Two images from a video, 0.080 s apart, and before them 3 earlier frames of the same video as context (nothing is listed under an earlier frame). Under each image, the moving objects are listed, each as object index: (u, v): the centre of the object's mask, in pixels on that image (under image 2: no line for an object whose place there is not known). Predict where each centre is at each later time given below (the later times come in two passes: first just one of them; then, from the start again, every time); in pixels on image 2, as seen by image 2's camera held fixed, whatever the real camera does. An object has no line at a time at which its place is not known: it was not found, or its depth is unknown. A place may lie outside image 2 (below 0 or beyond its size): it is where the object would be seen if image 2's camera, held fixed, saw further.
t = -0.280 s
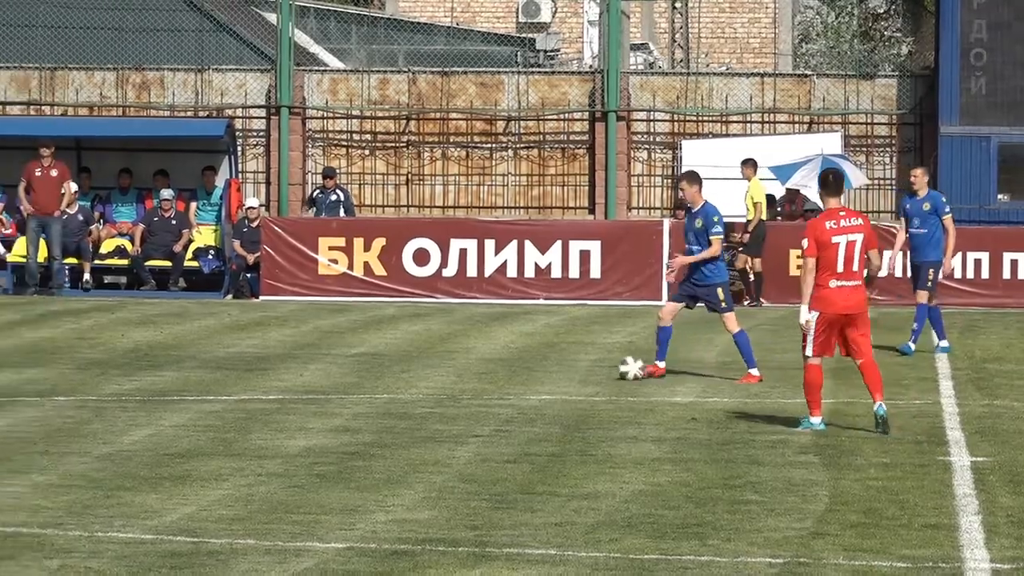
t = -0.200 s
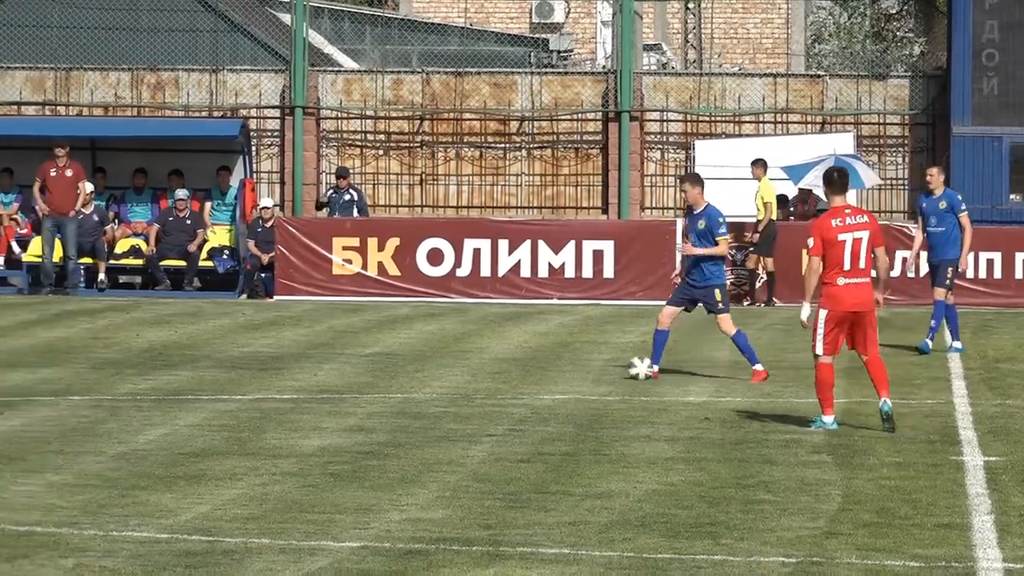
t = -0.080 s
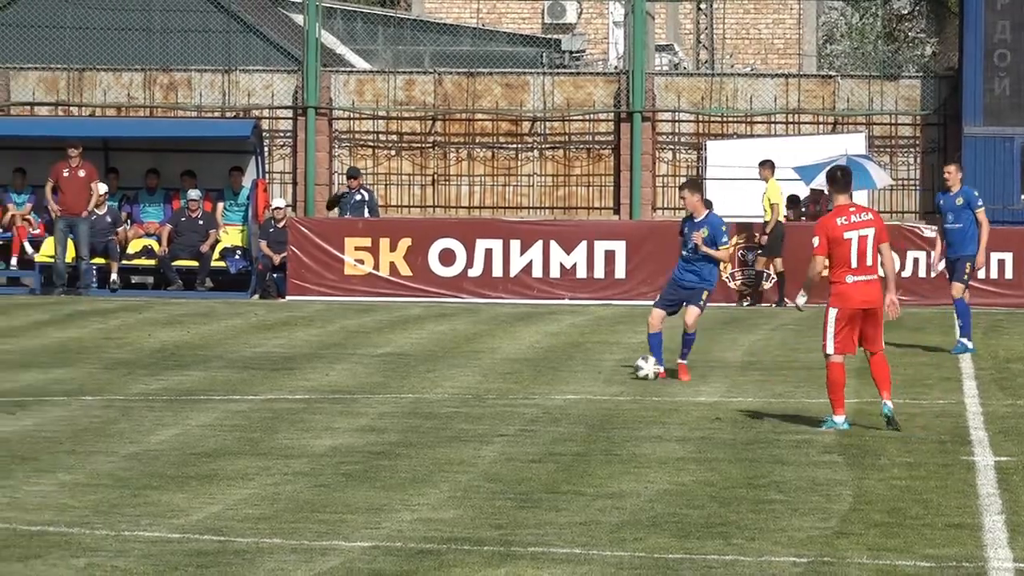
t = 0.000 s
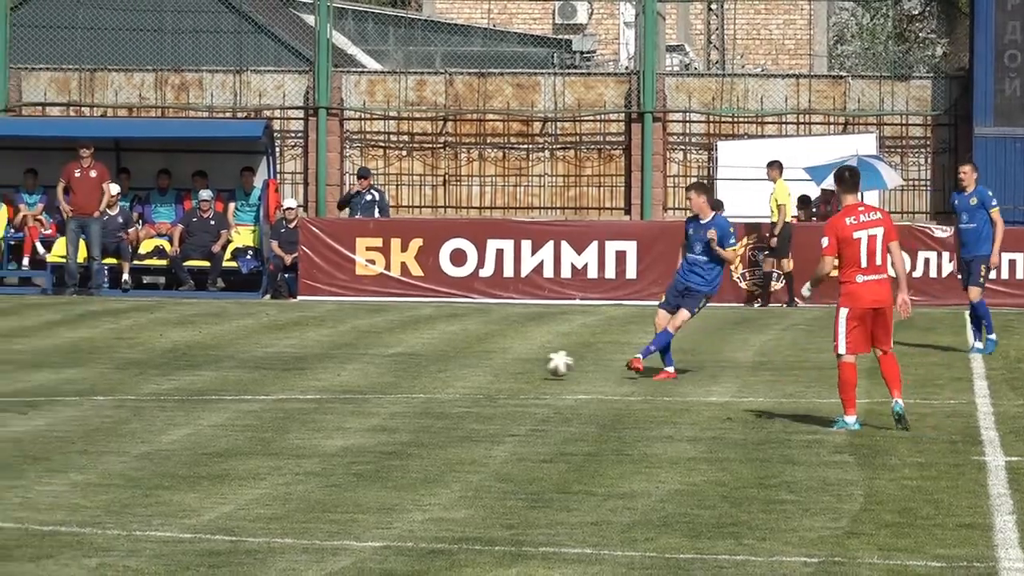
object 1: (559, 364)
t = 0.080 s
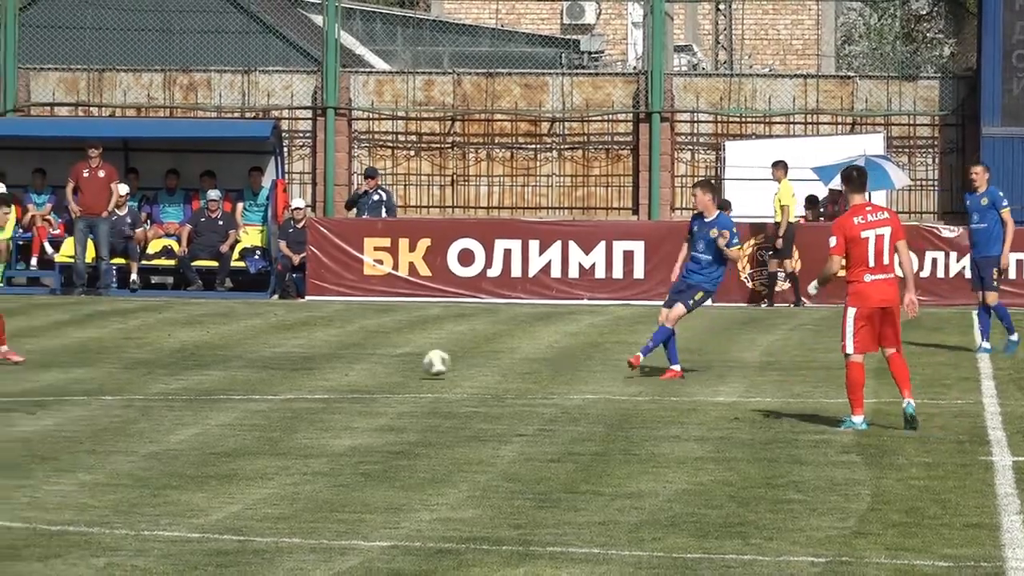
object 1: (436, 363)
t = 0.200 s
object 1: (245, 365)
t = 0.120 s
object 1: (369, 365)
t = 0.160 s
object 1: (304, 367)
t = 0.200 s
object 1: (245, 365)
